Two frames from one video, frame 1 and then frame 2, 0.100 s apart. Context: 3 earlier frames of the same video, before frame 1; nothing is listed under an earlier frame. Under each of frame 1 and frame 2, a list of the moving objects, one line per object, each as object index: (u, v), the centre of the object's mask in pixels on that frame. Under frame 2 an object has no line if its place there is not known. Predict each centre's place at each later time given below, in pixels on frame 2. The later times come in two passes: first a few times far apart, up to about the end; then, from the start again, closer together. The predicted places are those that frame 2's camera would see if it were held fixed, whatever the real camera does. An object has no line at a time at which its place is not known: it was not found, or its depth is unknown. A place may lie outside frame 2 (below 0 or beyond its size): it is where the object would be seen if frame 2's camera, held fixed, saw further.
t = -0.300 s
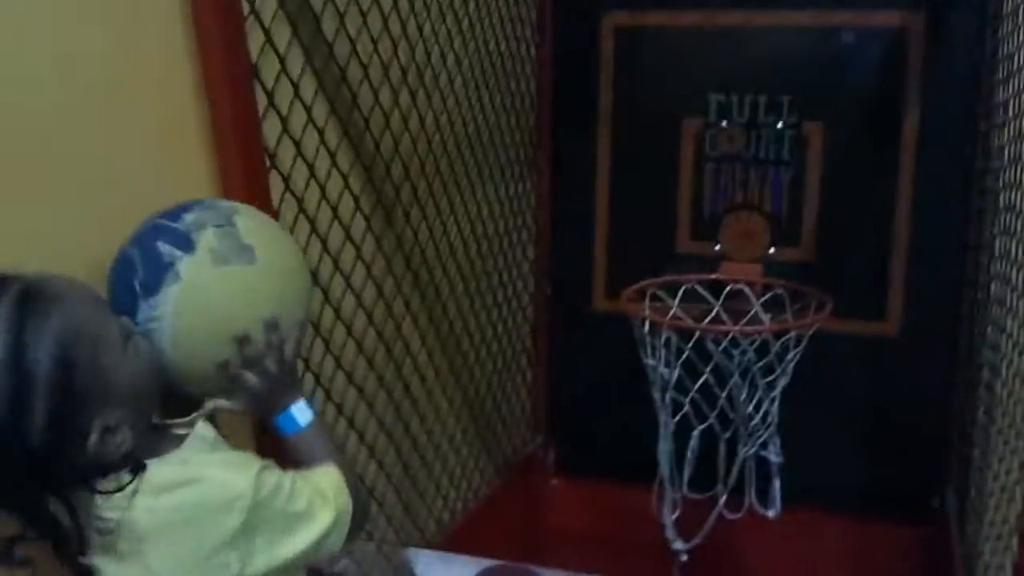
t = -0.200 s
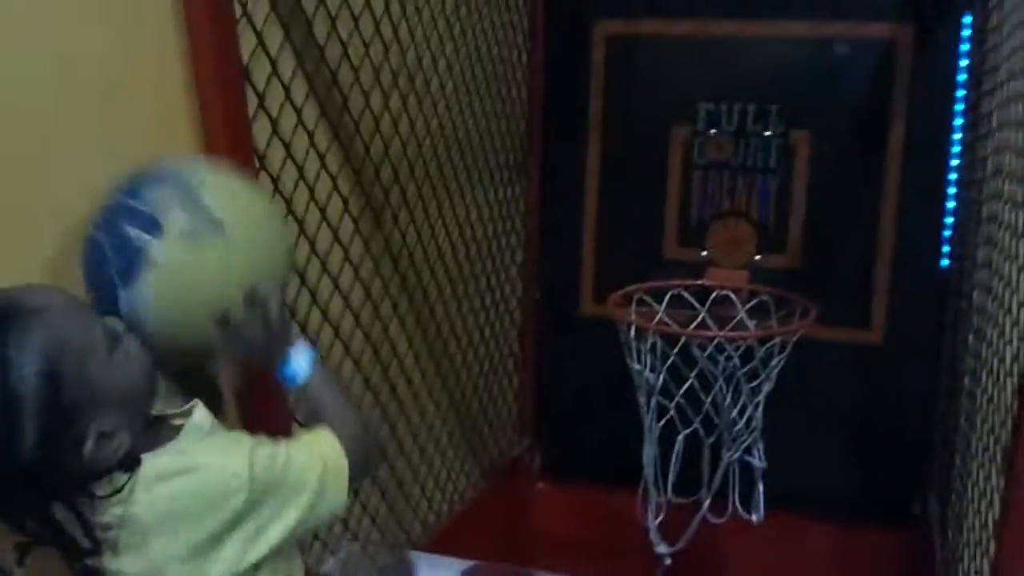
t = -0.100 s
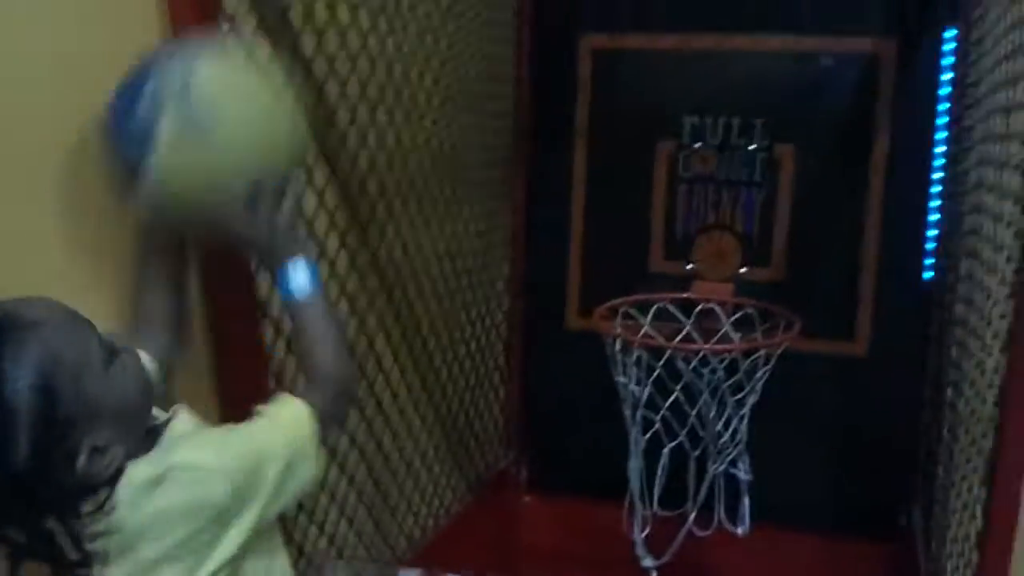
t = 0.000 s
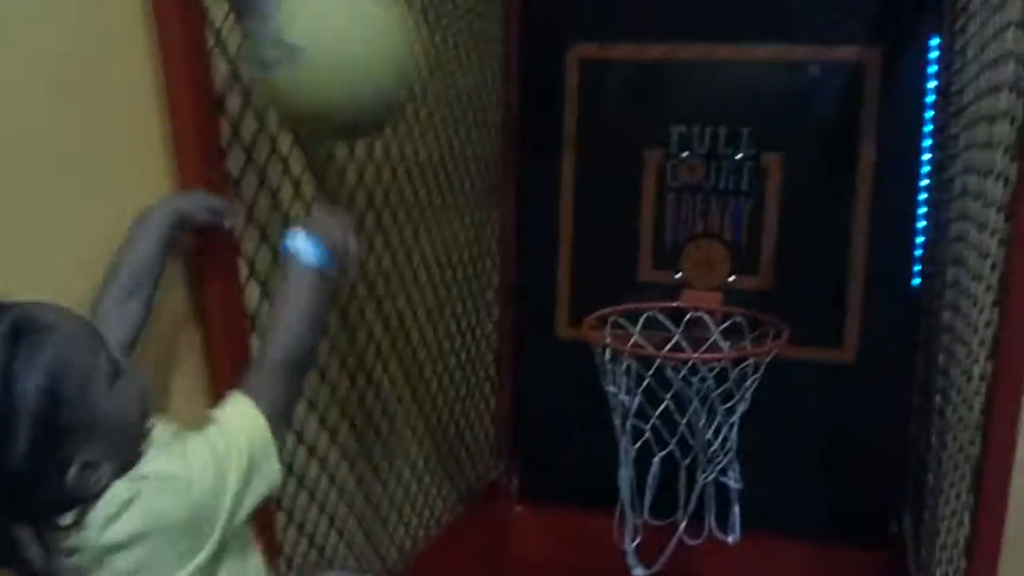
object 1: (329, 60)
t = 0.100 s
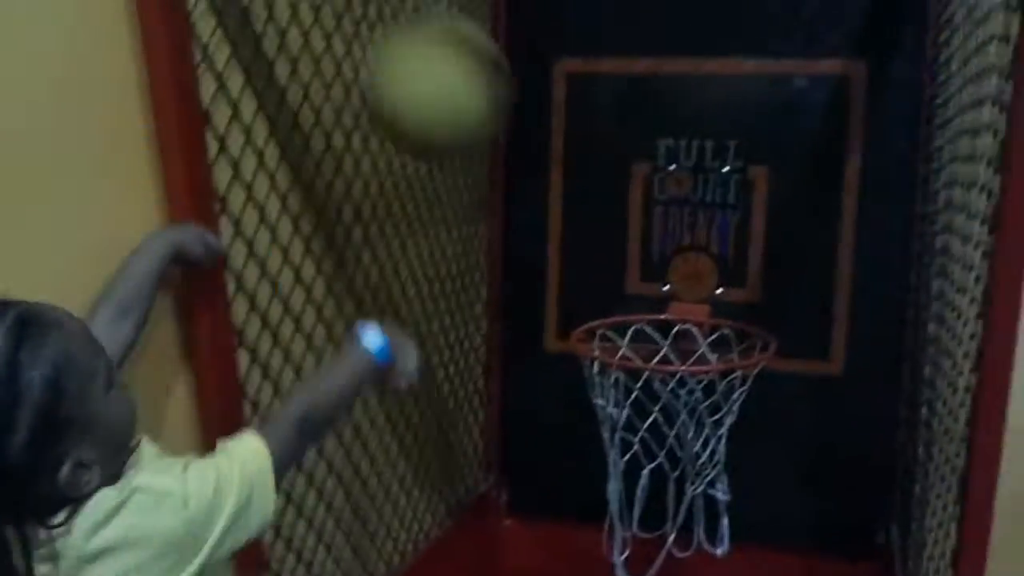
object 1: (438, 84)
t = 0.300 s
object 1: (587, 300)
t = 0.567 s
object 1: (649, 143)
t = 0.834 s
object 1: (659, 274)
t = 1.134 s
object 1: (638, 515)
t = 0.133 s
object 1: (473, 107)
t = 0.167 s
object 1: (500, 136)
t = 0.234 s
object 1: (548, 210)
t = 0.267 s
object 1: (568, 256)
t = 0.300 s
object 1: (587, 300)
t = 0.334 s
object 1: (595, 294)
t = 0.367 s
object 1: (605, 252)
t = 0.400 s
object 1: (613, 216)
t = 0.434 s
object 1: (622, 189)
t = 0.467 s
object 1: (628, 168)
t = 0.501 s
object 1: (635, 151)
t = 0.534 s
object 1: (643, 146)
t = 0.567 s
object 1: (649, 143)
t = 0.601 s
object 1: (657, 148)
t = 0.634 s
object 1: (660, 159)
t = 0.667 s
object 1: (665, 168)
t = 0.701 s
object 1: (665, 177)
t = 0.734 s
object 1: (664, 192)
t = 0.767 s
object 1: (663, 210)
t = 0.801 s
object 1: (662, 235)
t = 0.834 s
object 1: (659, 274)
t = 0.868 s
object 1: (660, 312)
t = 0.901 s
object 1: (657, 350)
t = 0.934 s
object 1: (654, 421)
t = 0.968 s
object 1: (653, 496)
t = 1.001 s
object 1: (651, 534)
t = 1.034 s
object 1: (649, 538)
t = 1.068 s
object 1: (647, 531)
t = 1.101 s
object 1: (638, 525)
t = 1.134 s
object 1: (638, 515)
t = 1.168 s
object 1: (634, 511)
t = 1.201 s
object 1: (633, 515)
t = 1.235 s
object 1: (627, 529)
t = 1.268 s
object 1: (624, 536)
